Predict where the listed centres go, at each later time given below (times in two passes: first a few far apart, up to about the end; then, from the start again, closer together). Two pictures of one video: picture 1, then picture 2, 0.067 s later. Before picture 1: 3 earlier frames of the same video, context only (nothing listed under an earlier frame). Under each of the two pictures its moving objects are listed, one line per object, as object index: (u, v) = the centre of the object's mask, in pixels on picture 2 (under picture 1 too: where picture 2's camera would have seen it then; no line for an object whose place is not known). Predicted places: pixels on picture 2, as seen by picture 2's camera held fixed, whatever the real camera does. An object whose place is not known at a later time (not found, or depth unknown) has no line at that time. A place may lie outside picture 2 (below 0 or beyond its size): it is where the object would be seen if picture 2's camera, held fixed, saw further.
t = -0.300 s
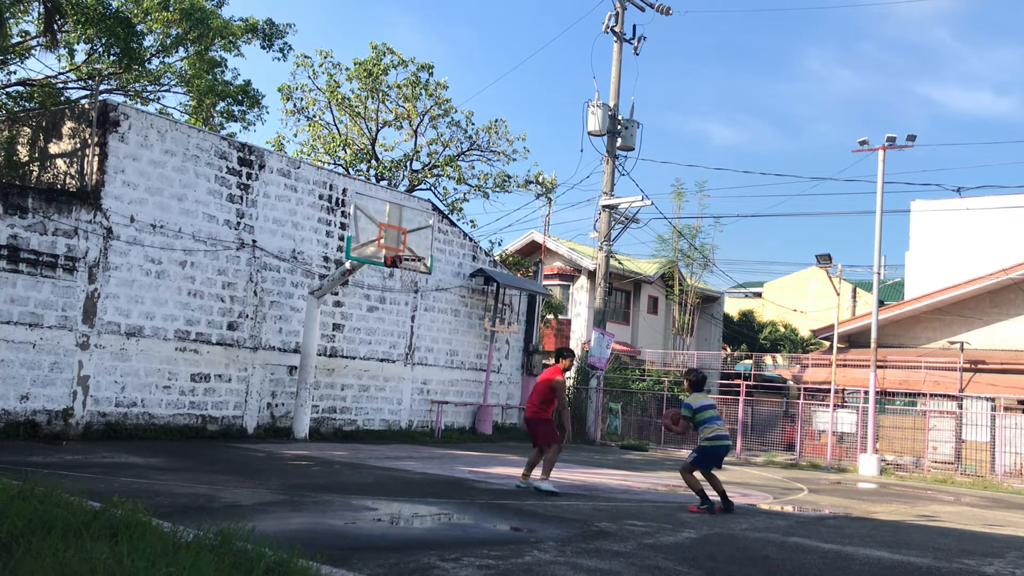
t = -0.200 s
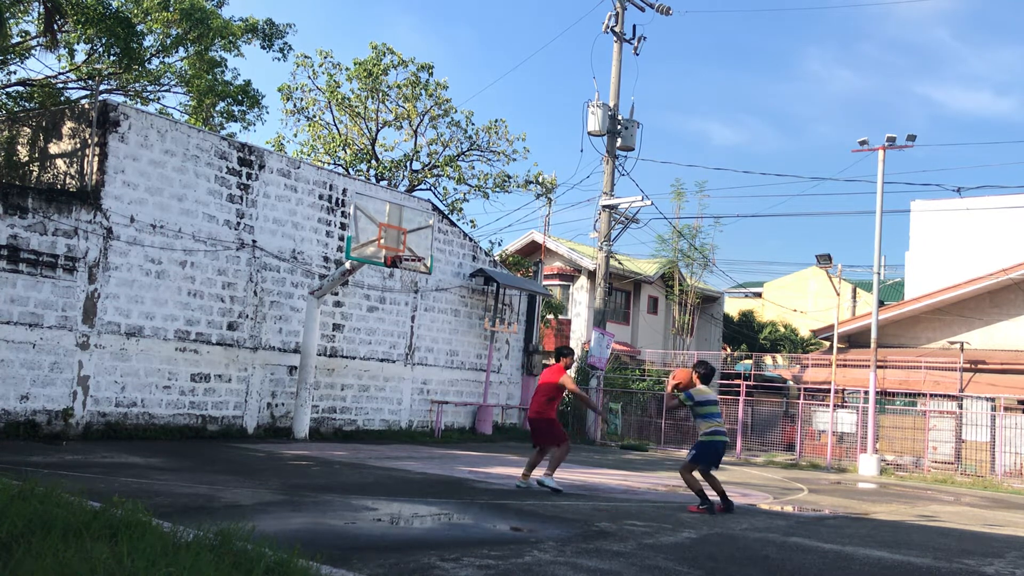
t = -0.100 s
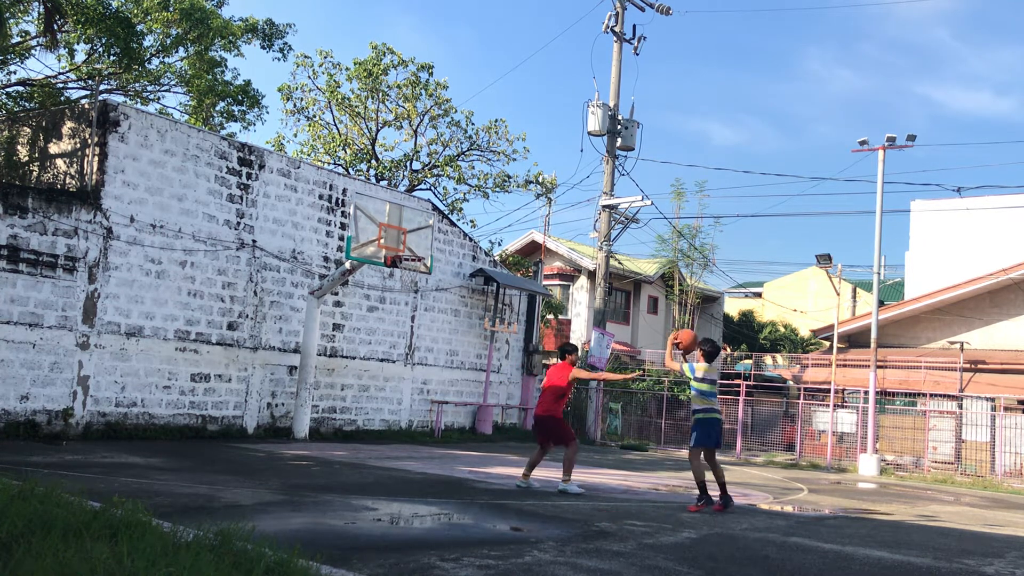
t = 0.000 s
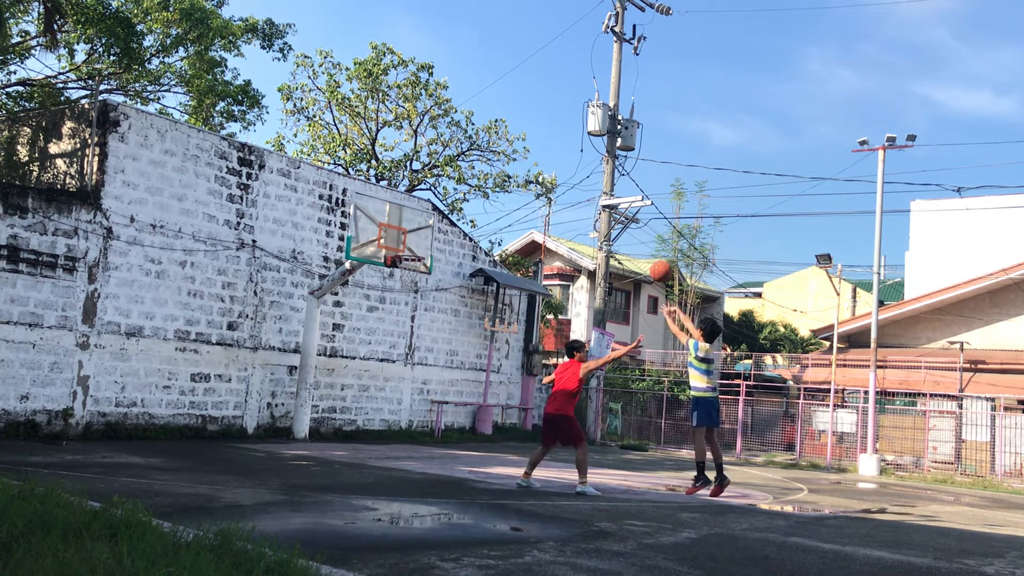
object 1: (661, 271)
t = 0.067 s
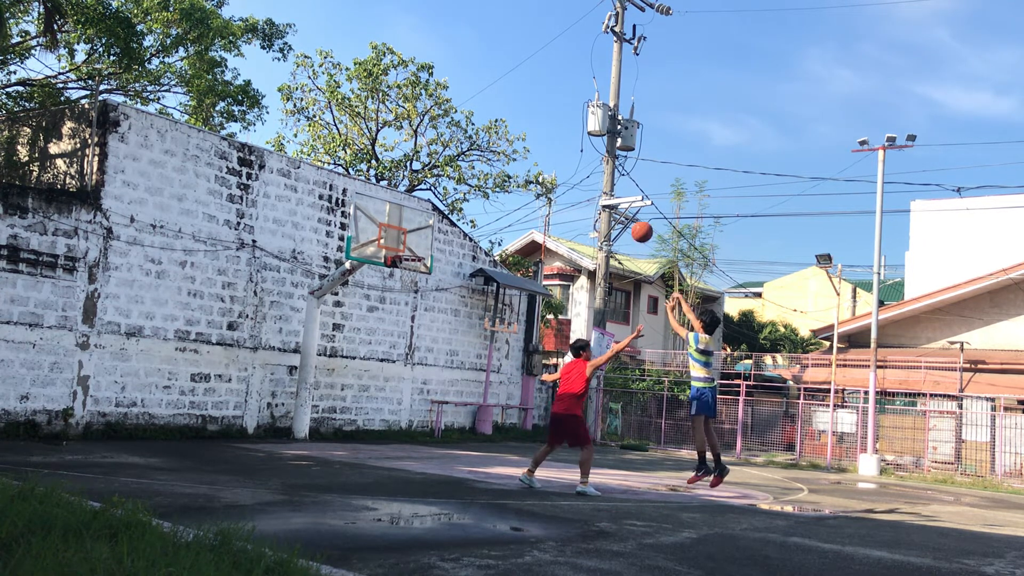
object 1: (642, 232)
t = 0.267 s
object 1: (589, 146)
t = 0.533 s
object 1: (528, 95)
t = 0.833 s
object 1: (467, 103)
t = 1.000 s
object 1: (436, 132)
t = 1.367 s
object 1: (404, 156)
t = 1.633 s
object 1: (419, 110)
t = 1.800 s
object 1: (426, 103)
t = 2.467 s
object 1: (441, 233)
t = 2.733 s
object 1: (440, 355)
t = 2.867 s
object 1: (437, 430)
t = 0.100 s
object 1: (632, 214)
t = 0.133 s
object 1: (624, 198)
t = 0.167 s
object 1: (614, 183)
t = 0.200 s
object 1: (606, 169)
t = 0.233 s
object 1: (598, 157)
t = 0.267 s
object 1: (589, 146)
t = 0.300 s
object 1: (581, 136)
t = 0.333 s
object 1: (573, 126)
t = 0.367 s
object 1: (565, 119)
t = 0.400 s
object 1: (558, 112)
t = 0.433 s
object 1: (550, 106)
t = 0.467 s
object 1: (543, 102)
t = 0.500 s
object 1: (535, 98)
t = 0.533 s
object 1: (528, 95)
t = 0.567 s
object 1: (521, 92)
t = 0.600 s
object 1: (514, 91)
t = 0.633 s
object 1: (507, 91)
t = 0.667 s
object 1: (500, 91)
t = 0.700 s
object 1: (493, 92)
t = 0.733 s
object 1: (486, 94)
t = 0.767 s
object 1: (480, 96)
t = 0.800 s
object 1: (473, 99)
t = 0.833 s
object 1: (467, 103)
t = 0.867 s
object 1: (460, 108)
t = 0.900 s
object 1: (454, 113)
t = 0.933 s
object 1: (448, 119)
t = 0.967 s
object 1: (442, 125)
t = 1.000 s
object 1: (436, 132)
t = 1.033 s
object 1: (430, 139)
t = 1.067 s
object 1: (424, 147)
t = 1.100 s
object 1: (418, 156)
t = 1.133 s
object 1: (412, 165)
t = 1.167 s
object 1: (406, 175)
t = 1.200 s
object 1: (401, 185)
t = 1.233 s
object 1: (395, 194)
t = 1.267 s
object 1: (398, 184)
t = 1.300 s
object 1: (400, 174)
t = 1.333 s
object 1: (402, 165)
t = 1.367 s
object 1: (404, 156)
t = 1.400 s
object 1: (406, 147)
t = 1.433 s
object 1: (408, 140)
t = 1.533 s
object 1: (414, 122)
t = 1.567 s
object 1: (415, 118)
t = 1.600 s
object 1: (417, 113)
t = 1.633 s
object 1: (419, 110)
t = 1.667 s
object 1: (421, 108)
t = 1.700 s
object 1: (422, 106)
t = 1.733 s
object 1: (423, 104)
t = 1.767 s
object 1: (425, 103)
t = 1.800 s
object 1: (426, 103)
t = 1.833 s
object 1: (427, 103)
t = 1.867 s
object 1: (428, 104)
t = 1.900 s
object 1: (429, 106)
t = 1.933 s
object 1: (430, 108)
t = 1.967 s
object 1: (432, 112)
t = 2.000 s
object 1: (432, 115)
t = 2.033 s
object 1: (433, 119)
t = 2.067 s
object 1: (435, 125)
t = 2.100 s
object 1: (435, 130)
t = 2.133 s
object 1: (436, 137)
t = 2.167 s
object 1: (437, 144)
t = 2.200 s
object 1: (437, 151)
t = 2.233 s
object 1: (437, 159)
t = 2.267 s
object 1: (438, 168)
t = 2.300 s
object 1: (438, 177)
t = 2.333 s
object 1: (439, 187)
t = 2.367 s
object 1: (440, 198)
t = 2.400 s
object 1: (440, 209)
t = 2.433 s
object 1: (441, 220)
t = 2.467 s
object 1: (441, 233)
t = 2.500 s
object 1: (441, 246)
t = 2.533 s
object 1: (441, 260)
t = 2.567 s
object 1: (441, 274)
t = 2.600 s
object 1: (441, 289)
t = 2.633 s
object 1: (441, 304)
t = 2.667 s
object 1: (440, 320)
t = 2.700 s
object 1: (440, 337)
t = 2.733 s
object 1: (440, 355)
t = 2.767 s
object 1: (439, 373)
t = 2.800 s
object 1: (439, 391)
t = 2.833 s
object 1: (437, 411)
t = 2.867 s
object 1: (437, 430)
